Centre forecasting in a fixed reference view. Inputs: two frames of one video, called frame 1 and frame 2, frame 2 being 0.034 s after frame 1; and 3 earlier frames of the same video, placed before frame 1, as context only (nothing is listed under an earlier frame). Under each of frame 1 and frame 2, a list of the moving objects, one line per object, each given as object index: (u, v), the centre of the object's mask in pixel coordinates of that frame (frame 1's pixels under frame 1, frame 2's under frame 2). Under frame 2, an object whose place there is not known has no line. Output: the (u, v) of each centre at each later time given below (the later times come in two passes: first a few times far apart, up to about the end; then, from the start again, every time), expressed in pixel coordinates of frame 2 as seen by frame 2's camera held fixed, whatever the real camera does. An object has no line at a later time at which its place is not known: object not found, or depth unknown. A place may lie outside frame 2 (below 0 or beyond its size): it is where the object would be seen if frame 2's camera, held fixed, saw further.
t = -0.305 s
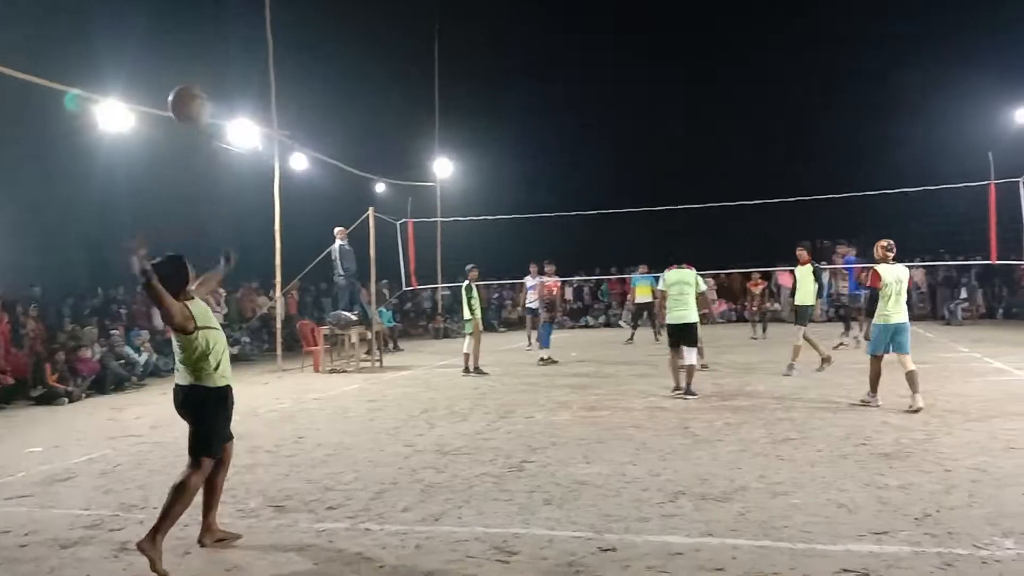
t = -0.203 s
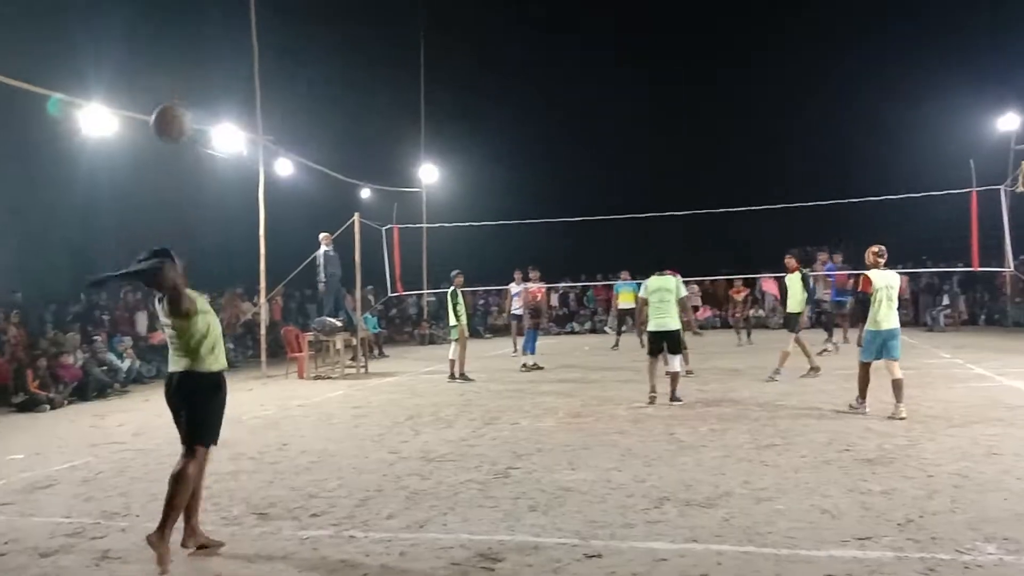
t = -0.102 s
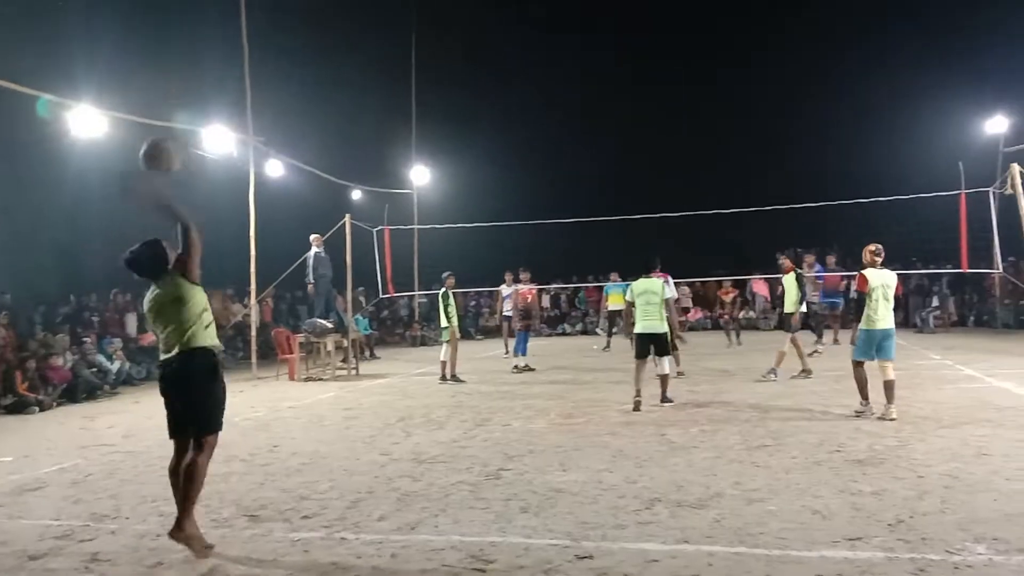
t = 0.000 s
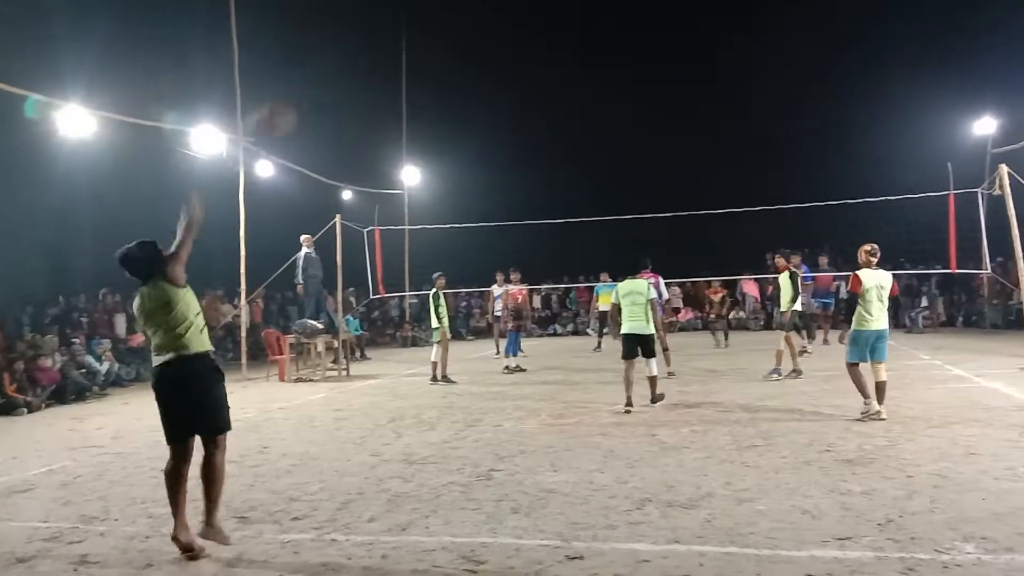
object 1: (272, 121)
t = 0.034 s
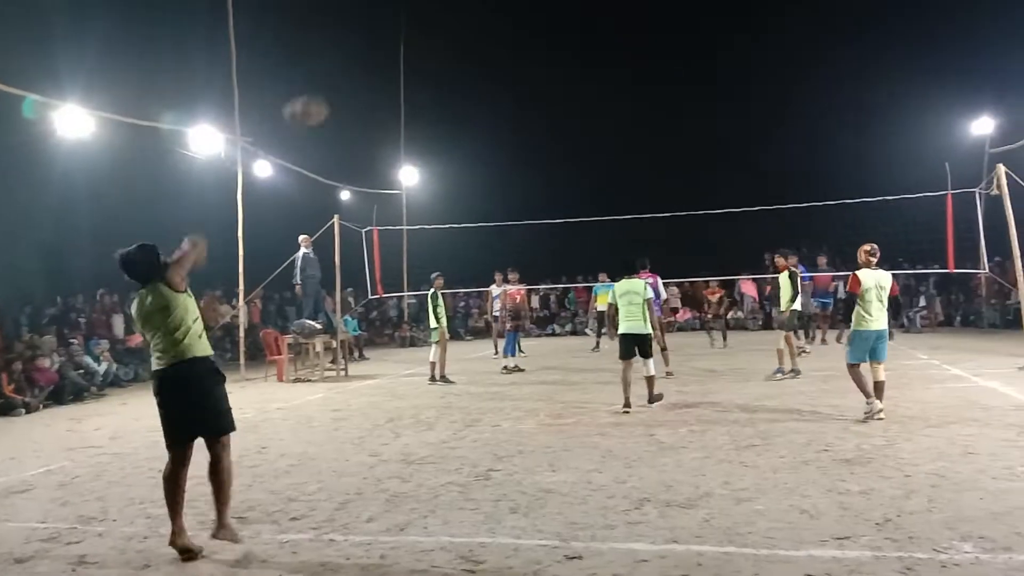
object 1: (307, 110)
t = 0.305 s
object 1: (481, 106)
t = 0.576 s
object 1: (566, 162)
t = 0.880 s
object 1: (620, 250)
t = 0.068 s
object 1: (338, 104)
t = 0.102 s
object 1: (366, 100)
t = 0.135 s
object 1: (390, 97)
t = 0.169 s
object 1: (413, 97)
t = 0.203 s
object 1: (433, 97)
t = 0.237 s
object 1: (450, 99)
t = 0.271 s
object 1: (467, 102)
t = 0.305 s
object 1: (481, 106)
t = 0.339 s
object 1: (495, 111)
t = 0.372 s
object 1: (508, 117)
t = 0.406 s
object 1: (519, 124)
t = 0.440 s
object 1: (530, 131)
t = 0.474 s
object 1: (540, 138)
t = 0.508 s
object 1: (549, 146)
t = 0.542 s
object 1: (558, 155)
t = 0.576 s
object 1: (566, 162)
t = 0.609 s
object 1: (573, 171)
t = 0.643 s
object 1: (581, 181)
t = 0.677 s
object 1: (587, 189)
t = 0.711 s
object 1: (594, 200)
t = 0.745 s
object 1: (599, 208)
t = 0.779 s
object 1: (605, 219)
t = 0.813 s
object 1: (611, 229)
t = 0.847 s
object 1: (615, 240)
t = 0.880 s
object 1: (620, 250)
